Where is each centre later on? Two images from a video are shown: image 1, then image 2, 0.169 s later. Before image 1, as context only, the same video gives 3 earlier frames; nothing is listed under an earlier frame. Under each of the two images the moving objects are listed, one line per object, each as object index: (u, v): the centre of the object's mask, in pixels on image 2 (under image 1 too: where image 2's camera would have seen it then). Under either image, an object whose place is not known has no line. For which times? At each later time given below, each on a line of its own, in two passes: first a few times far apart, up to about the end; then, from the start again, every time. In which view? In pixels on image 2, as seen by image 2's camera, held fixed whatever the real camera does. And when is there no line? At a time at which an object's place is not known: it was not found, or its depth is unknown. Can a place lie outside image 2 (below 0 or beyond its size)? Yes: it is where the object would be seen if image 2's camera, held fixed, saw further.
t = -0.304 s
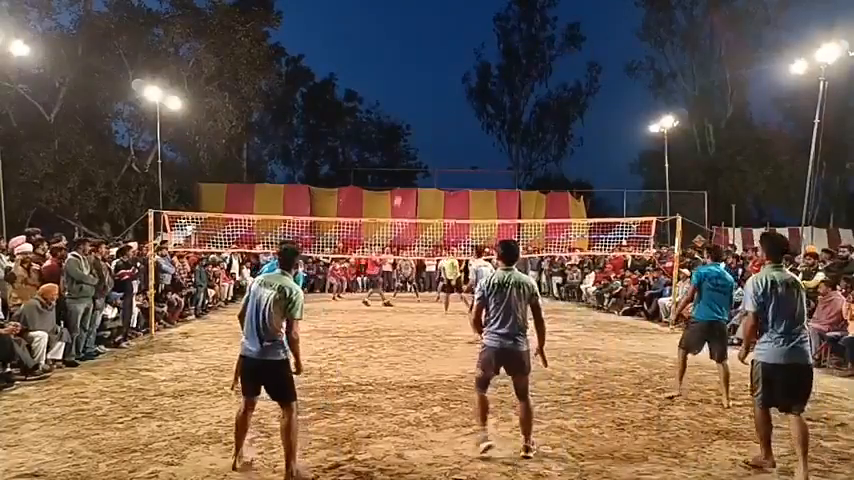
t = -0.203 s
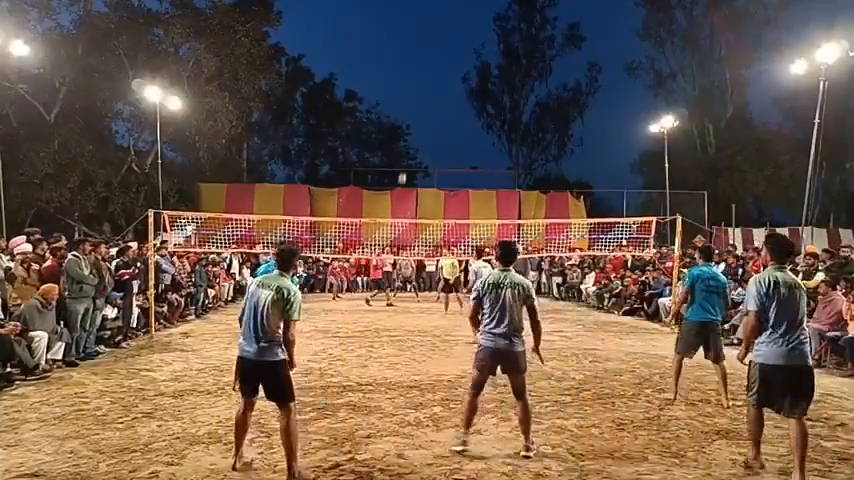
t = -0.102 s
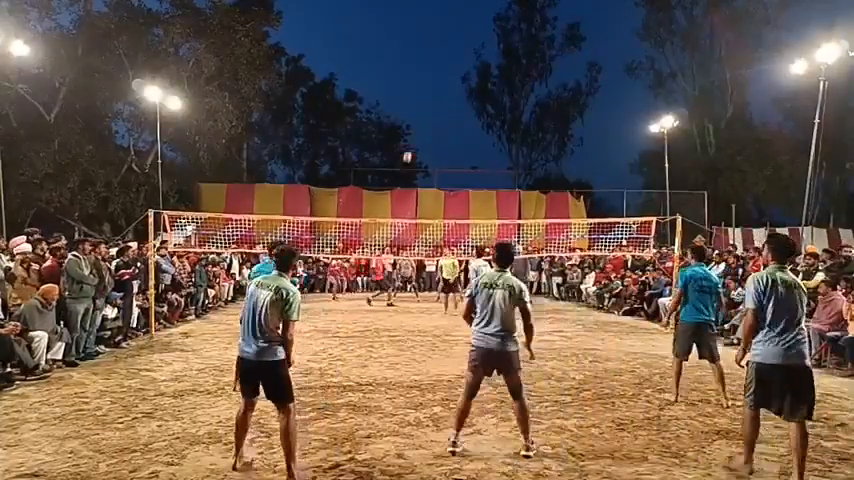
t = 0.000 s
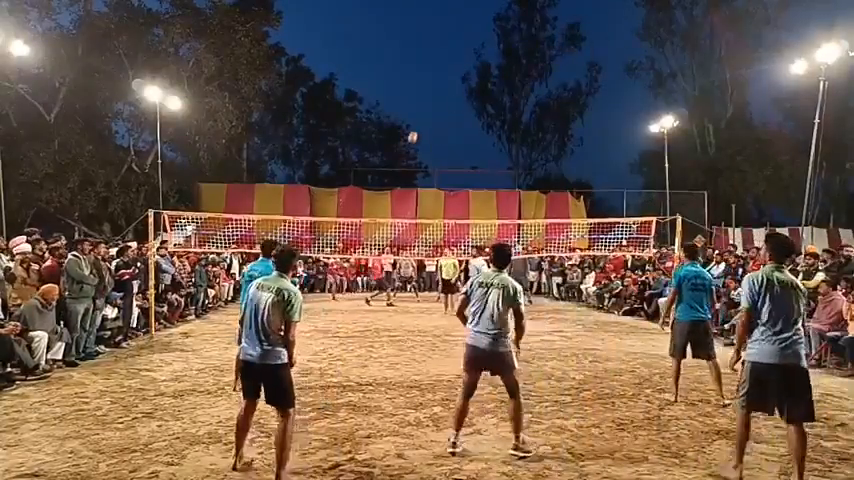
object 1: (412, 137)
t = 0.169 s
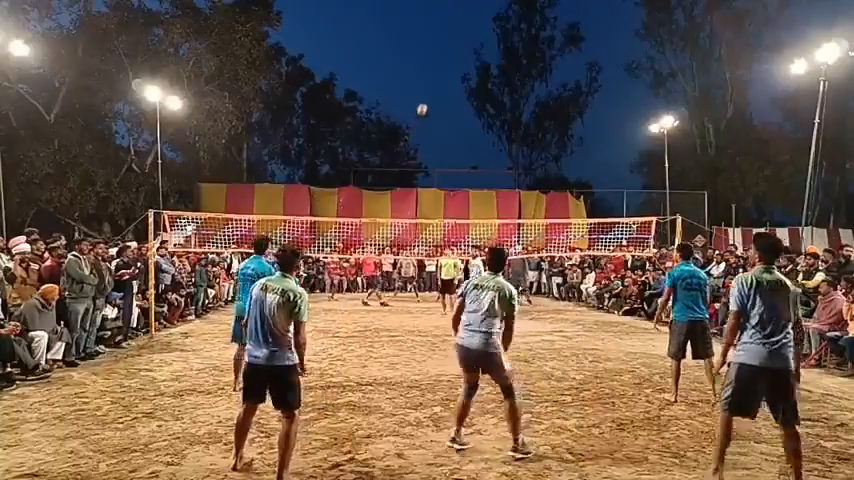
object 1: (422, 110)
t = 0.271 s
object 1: (428, 97)
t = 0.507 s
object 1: (445, 86)
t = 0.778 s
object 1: (472, 128)
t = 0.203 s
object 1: (424, 105)
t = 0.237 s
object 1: (426, 101)
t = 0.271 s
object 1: (428, 97)
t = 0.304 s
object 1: (430, 94)
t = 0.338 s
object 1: (432, 91)
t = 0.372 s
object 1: (435, 89)
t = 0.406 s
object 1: (437, 87)
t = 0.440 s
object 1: (440, 86)
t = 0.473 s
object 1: (442, 85)
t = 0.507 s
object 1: (445, 86)
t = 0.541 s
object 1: (448, 87)
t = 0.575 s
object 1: (451, 89)
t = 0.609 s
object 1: (454, 92)
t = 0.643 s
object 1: (457, 96)
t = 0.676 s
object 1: (461, 102)
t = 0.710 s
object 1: (465, 109)
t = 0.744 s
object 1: (468, 118)
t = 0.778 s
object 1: (472, 128)
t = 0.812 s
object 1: (476, 140)
